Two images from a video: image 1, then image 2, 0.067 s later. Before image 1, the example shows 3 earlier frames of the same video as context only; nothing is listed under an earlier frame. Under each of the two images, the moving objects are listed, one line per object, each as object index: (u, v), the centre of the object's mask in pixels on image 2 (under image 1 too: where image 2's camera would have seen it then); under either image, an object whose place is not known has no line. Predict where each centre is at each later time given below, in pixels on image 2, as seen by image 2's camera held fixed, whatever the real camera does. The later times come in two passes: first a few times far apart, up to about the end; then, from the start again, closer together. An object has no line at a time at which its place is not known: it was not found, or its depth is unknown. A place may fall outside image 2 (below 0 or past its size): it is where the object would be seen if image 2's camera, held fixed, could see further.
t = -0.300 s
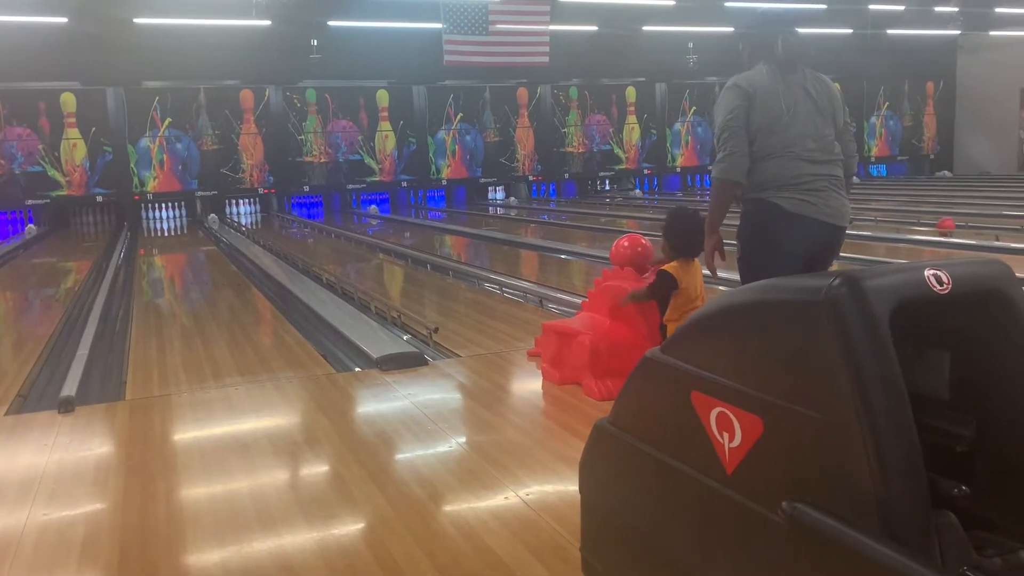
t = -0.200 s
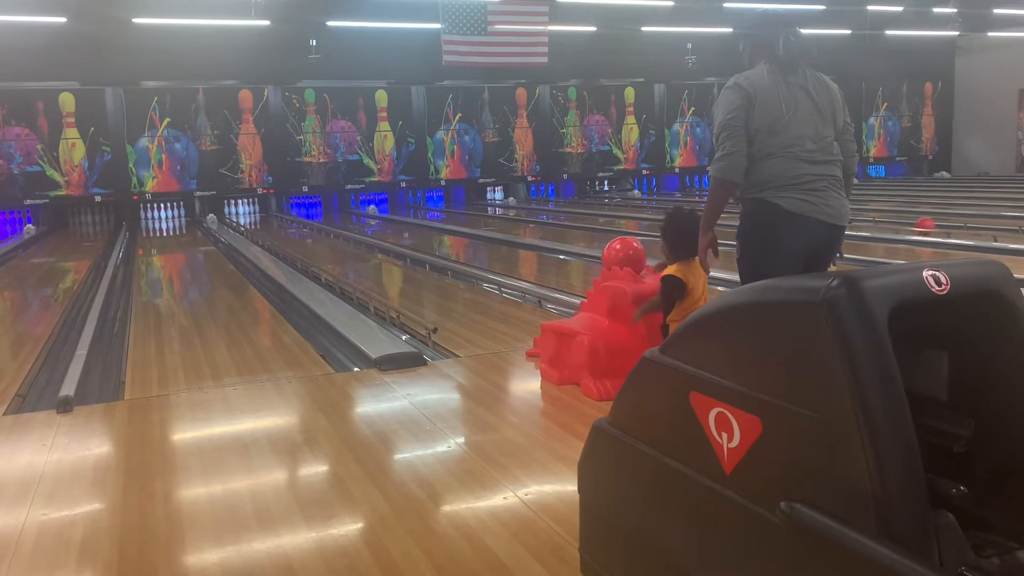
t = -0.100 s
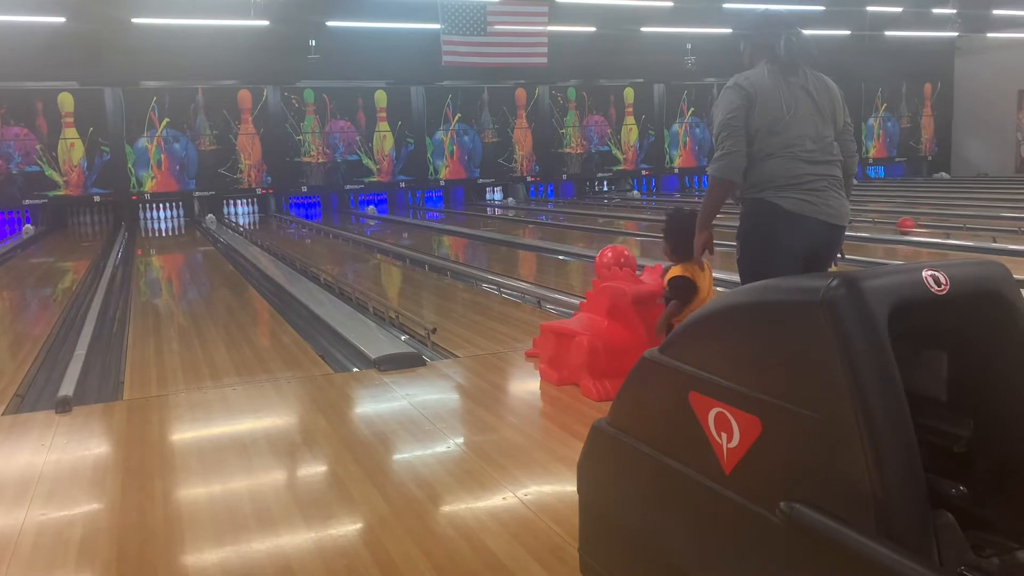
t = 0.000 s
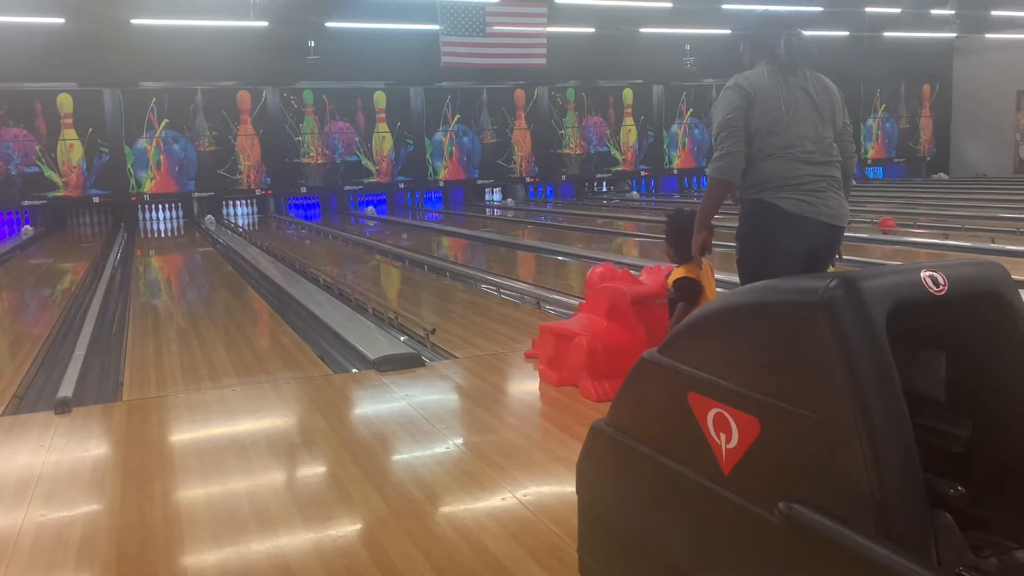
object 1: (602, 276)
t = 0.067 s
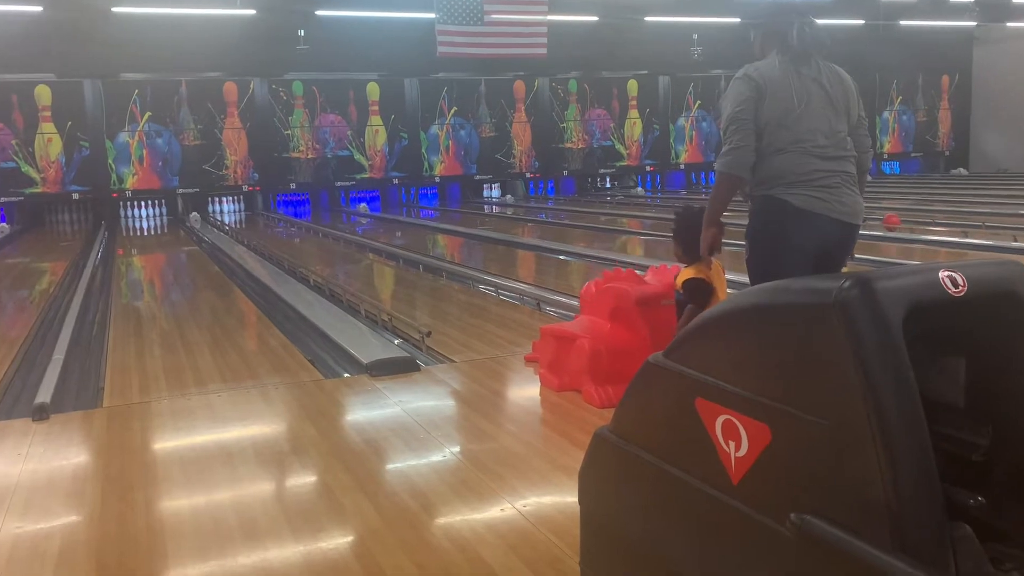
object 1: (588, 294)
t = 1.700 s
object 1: (374, 277)
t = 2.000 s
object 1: (355, 268)
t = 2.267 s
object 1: (340, 262)
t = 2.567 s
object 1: (327, 255)
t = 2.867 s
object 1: (316, 249)
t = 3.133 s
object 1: (308, 245)
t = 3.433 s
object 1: (298, 240)
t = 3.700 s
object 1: (293, 237)
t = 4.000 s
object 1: (284, 233)
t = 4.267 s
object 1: (278, 229)
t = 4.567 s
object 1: (271, 226)
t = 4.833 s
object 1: (265, 223)
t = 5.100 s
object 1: (255, 219)
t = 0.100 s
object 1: (583, 302)
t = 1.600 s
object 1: (382, 280)
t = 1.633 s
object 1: (380, 279)
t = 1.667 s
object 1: (376, 278)
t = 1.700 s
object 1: (374, 277)
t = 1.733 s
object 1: (372, 276)
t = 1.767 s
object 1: (369, 275)
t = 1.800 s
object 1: (367, 274)
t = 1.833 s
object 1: (365, 273)
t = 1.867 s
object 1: (363, 271)
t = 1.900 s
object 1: (361, 271)
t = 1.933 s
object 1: (358, 270)
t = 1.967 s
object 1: (357, 269)
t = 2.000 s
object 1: (355, 268)
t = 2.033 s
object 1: (353, 267)
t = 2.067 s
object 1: (351, 266)
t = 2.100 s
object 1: (349, 266)
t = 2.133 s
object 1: (347, 265)
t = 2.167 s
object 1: (346, 264)
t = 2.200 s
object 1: (344, 263)
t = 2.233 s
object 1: (342, 263)
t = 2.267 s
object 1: (340, 262)
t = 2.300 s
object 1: (338, 261)
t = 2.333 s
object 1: (337, 260)
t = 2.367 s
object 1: (335, 259)
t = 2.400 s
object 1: (333, 258)
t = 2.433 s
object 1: (332, 258)
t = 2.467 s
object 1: (331, 257)
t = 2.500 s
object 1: (330, 256)
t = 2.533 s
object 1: (329, 256)
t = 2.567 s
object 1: (327, 255)
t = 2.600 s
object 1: (326, 254)
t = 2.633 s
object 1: (325, 253)
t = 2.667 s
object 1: (323, 253)
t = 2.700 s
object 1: (322, 252)
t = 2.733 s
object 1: (321, 252)
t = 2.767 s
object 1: (320, 251)
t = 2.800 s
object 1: (319, 250)
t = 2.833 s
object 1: (318, 249)
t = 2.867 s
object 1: (316, 249)
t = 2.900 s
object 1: (316, 249)
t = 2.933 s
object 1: (315, 248)
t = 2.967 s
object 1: (315, 248)
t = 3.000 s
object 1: (313, 247)
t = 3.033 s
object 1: (312, 247)
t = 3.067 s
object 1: (311, 246)
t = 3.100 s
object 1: (309, 245)
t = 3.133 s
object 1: (308, 245)
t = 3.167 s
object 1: (307, 244)
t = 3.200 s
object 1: (307, 244)
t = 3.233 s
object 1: (305, 243)
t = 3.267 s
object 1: (304, 243)
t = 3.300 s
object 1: (304, 242)
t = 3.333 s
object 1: (301, 242)
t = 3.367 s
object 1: (301, 241)
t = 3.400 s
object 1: (300, 241)
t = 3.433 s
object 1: (298, 240)
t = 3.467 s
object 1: (298, 240)
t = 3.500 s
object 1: (297, 239)
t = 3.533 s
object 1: (296, 239)
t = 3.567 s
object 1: (295, 239)
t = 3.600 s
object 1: (294, 238)
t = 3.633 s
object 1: (294, 238)
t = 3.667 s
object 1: (292, 237)
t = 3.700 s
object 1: (293, 237)
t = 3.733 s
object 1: (291, 236)
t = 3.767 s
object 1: (291, 236)
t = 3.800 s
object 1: (290, 235)
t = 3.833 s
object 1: (289, 235)
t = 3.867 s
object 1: (288, 234)
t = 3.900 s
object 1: (287, 234)
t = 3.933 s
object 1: (286, 233)
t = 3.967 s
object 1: (286, 233)
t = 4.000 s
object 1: (284, 233)
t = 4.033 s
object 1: (284, 232)
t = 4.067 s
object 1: (284, 232)
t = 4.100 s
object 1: (281, 230)
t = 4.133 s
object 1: (280, 230)
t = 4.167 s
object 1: (279, 229)
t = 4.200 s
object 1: (278, 229)
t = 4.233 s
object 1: (278, 229)
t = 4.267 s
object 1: (278, 229)
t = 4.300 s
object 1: (278, 229)
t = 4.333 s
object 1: (275, 228)
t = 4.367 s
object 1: (275, 228)
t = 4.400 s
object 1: (275, 228)
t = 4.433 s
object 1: (275, 228)
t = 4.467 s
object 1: (273, 227)
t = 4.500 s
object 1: (271, 226)
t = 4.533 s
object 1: (270, 226)
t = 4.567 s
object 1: (271, 226)
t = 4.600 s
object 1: (270, 224)
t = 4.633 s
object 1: (269, 225)
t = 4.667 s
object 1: (267, 224)
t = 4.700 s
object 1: (267, 224)
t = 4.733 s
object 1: (266, 223)
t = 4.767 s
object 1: (266, 224)
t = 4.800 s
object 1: (266, 223)
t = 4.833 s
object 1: (265, 223)
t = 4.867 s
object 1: (264, 222)
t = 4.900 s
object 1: (263, 222)
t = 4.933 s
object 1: (262, 221)
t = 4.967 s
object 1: (261, 221)
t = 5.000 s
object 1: (261, 220)
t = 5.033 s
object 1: (259, 220)
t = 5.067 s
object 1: (258, 218)
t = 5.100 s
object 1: (255, 219)
